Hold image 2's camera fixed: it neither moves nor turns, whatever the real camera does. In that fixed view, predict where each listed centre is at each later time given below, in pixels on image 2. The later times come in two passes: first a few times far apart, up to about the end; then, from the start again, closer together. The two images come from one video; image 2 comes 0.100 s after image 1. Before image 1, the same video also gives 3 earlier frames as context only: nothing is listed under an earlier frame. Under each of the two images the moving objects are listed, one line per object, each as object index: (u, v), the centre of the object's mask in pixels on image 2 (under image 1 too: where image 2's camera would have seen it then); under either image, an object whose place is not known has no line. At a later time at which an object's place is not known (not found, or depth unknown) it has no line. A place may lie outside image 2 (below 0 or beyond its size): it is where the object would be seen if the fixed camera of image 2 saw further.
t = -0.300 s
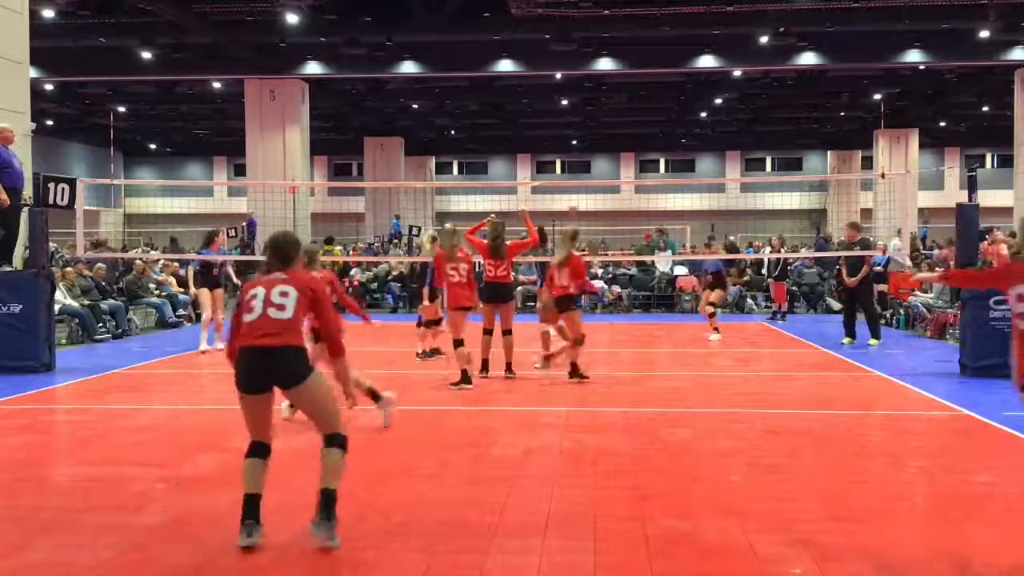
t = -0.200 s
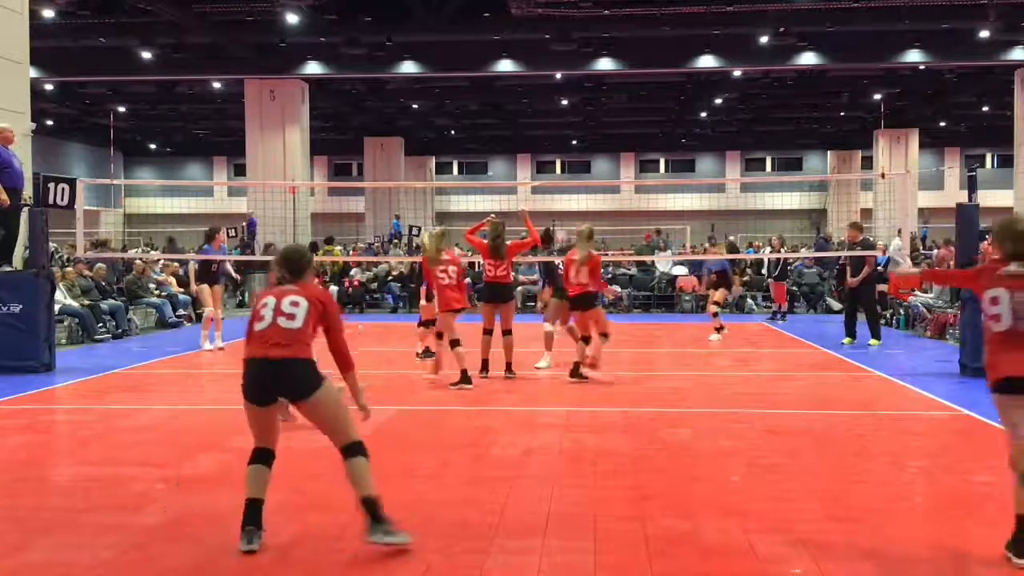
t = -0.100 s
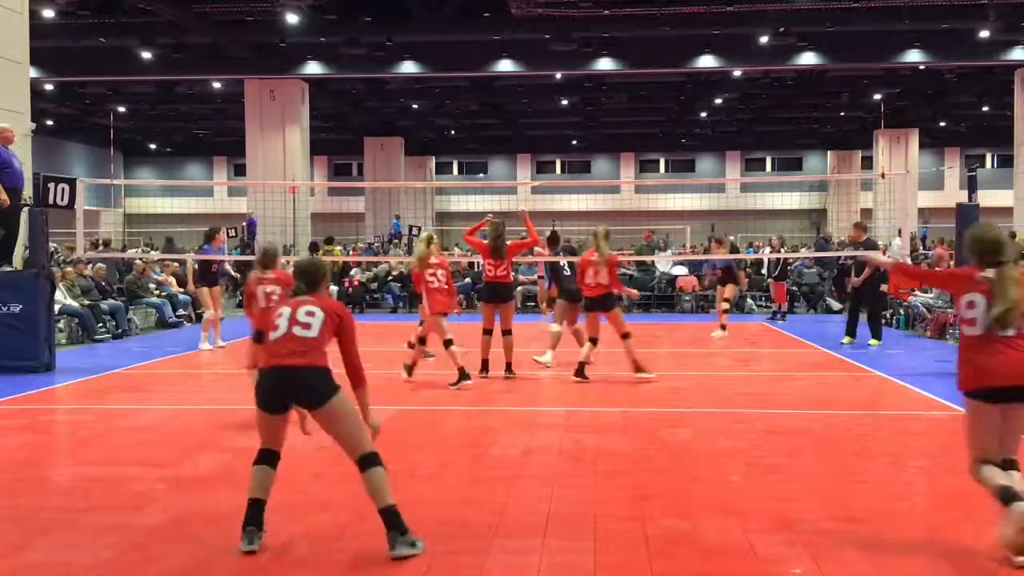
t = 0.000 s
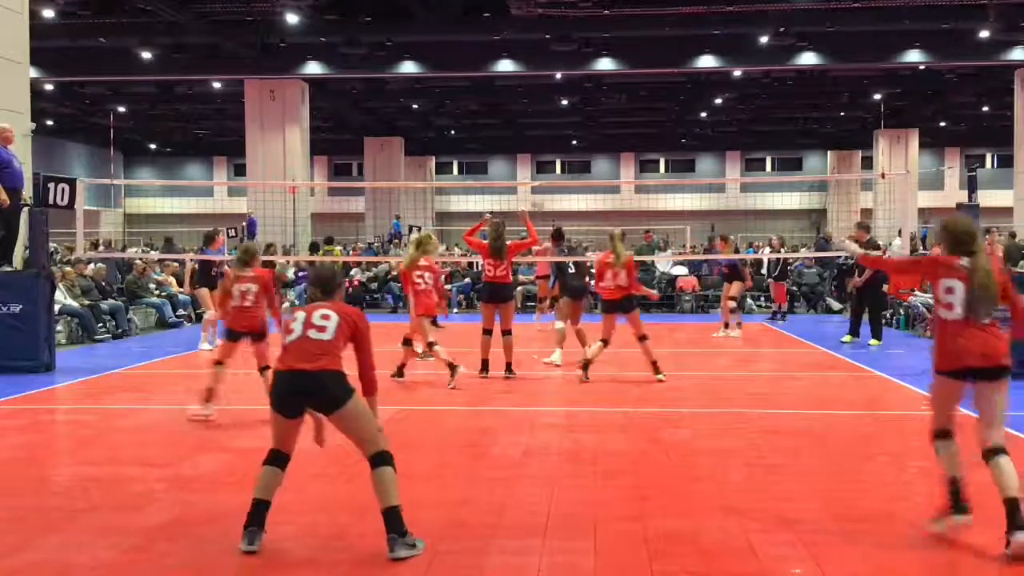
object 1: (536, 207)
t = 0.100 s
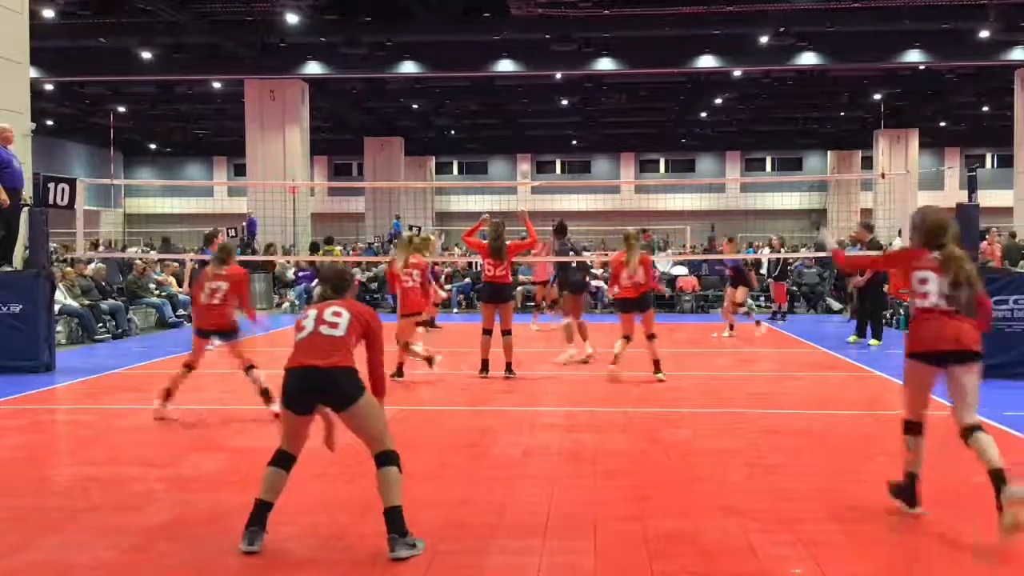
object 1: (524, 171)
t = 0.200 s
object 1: (510, 145)
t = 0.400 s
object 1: (482, 110)
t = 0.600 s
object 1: (454, 96)
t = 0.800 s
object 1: (425, 107)
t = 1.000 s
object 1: (397, 143)
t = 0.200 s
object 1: (510, 145)
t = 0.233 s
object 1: (505, 138)
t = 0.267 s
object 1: (500, 131)
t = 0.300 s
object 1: (496, 125)
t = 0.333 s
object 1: (492, 119)
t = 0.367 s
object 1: (487, 114)
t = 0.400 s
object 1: (482, 110)
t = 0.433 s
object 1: (478, 106)
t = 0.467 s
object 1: (473, 102)
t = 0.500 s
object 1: (468, 99)
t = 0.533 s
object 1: (463, 98)
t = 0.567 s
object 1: (459, 97)
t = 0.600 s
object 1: (454, 96)
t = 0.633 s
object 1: (450, 96)
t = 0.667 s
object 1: (445, 96)
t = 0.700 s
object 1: (440, 99)
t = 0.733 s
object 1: (435, 101)
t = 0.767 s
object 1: (430, 104)
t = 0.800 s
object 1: (425, 107)
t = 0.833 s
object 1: (420, 112)
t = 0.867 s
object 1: (415, 117)
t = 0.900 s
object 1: (411, 124)
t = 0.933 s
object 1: (406, 130)
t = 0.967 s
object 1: (402, 136)
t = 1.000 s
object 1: (397, 143)
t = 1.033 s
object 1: (392, 152)
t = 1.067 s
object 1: (387, 160)
